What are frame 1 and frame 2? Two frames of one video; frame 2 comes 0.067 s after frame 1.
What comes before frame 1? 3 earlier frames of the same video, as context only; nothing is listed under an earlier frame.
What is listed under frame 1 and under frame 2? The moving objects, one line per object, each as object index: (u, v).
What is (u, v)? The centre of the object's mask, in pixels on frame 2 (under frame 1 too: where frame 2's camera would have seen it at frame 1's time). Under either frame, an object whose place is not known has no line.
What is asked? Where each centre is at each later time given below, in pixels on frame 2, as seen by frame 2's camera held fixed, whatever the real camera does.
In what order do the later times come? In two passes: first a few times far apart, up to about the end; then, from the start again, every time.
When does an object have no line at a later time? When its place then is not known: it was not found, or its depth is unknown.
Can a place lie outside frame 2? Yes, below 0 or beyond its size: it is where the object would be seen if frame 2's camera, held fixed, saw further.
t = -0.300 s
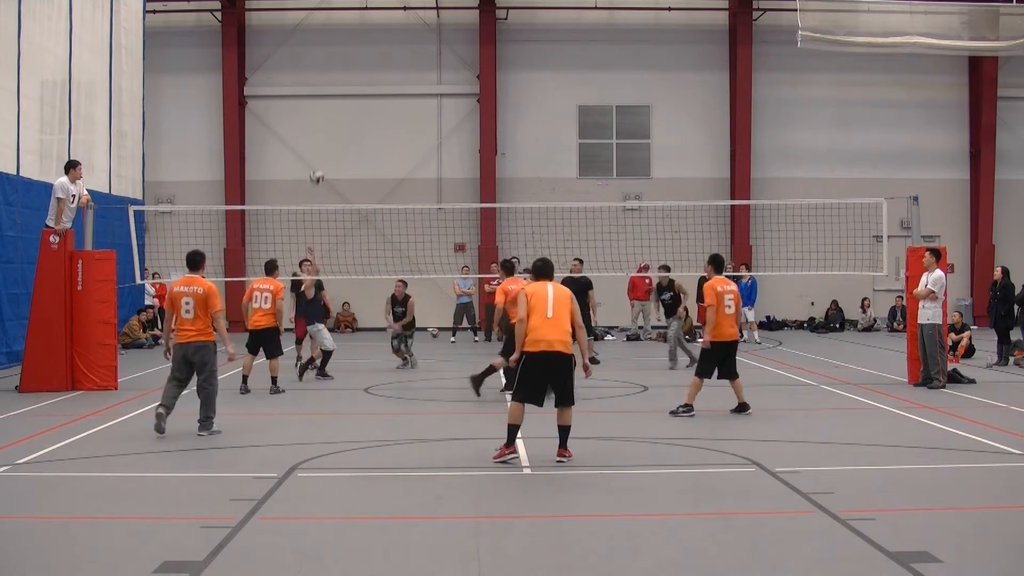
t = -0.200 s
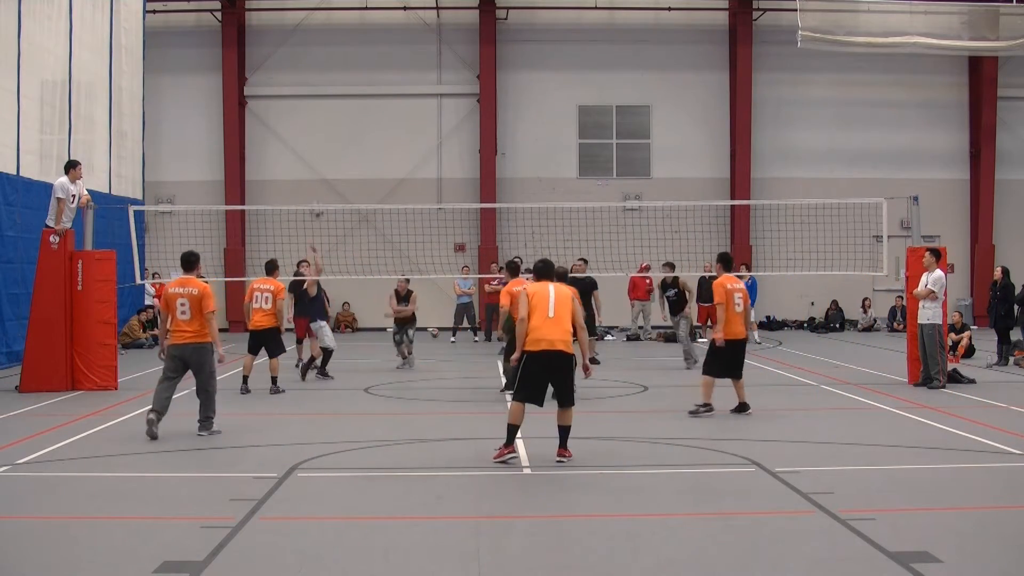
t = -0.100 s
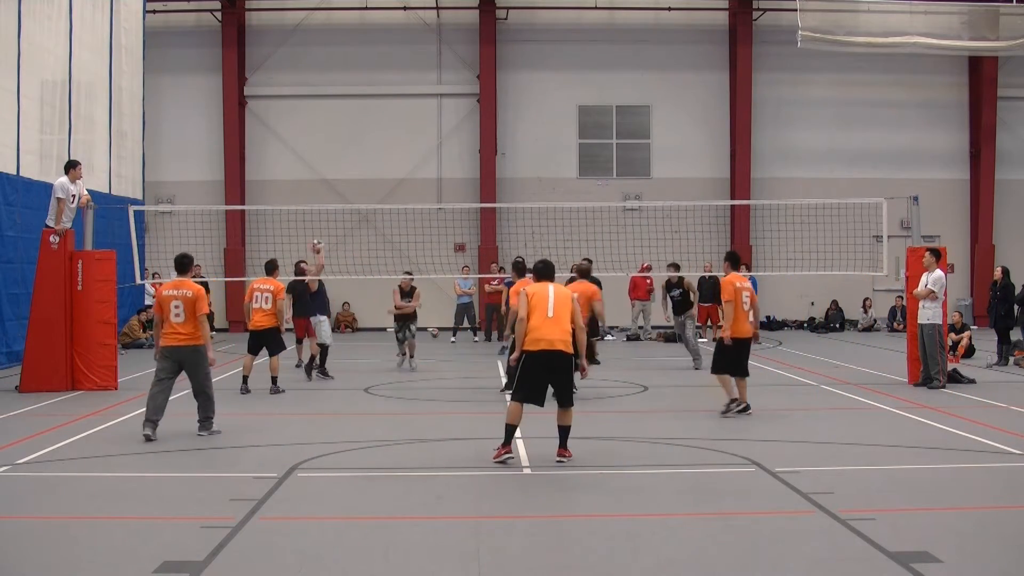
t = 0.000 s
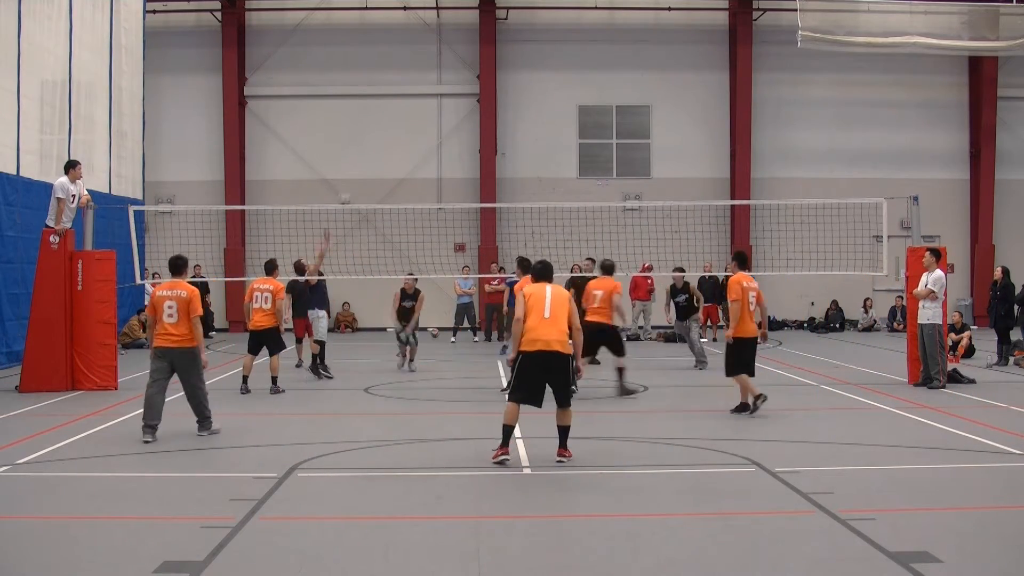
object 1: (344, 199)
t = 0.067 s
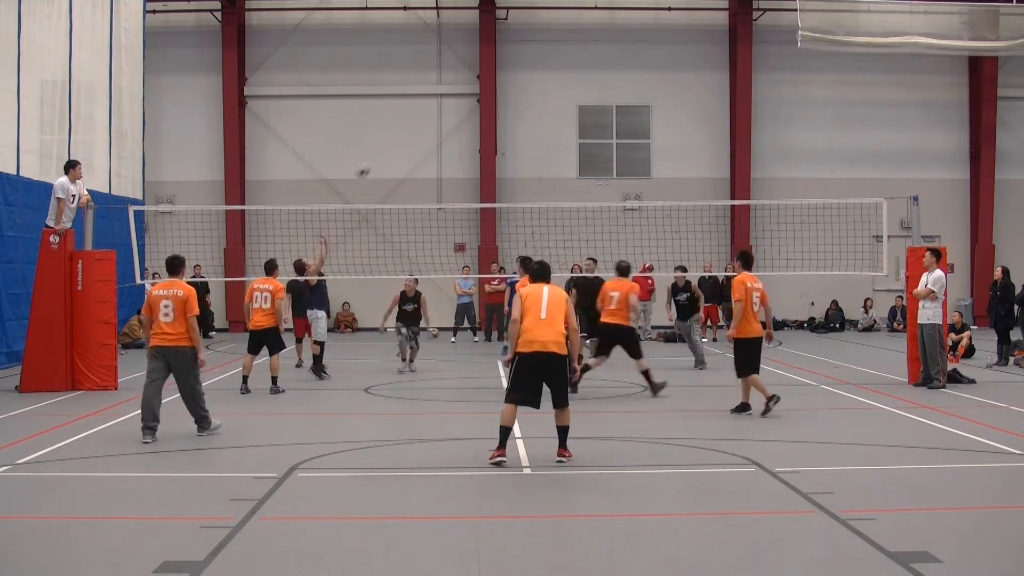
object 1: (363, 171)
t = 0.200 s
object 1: (402, 117)
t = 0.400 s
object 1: (458, 65)
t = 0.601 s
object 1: (512, 42)
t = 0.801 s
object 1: (566, 47)
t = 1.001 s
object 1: (619, 80)
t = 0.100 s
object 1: (373, 156)
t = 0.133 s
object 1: (383, 141)
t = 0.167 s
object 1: (392, 129)
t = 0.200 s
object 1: (402, 117)
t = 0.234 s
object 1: (411, 107)
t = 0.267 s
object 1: (420, 97)
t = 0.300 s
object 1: (429, 87)
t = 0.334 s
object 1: (438, 79)
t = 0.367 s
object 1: (448, 71)
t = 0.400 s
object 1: (458, 65)
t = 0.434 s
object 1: (467, 59)
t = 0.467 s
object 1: (477, 55)
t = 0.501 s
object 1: (486, 51)
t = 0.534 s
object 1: (494, 47)
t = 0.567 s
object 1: (503, 44)
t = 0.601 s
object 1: (512, 42)
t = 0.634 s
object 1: (521, 41)
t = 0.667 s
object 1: (530, 40)
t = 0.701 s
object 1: (539, 41)
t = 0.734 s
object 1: (548, 42)
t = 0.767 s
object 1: (557, 44)
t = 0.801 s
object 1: (566, 47)
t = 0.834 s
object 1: (575, 51)
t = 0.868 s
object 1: (585, 56)
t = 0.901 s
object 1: (593, 60)
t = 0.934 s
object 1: (602, 66)
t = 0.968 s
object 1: (610, 73)
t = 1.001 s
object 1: (619, 80)
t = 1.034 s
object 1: (627, 88)
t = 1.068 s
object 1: (635, 97)
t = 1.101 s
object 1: (644, 105)
